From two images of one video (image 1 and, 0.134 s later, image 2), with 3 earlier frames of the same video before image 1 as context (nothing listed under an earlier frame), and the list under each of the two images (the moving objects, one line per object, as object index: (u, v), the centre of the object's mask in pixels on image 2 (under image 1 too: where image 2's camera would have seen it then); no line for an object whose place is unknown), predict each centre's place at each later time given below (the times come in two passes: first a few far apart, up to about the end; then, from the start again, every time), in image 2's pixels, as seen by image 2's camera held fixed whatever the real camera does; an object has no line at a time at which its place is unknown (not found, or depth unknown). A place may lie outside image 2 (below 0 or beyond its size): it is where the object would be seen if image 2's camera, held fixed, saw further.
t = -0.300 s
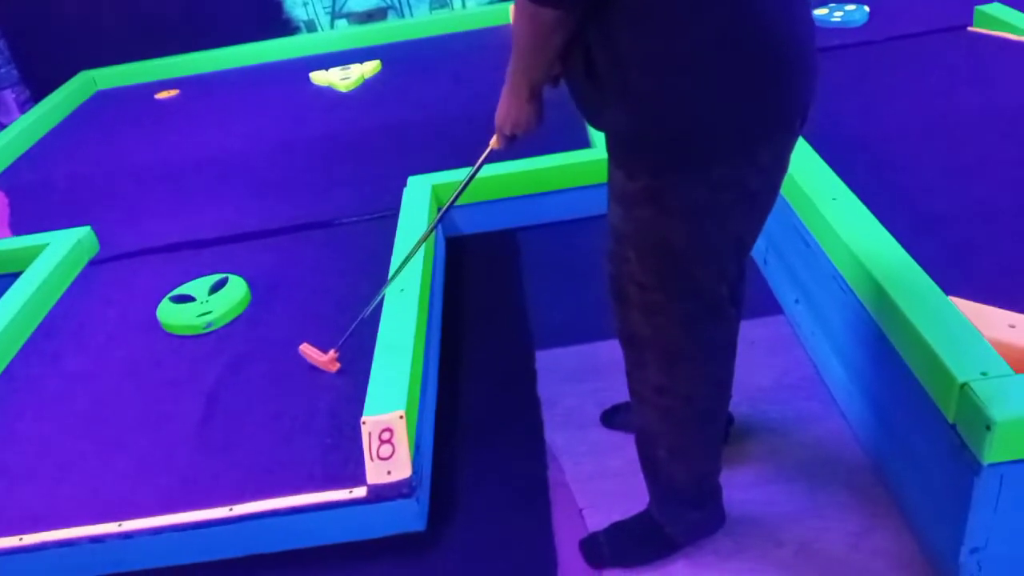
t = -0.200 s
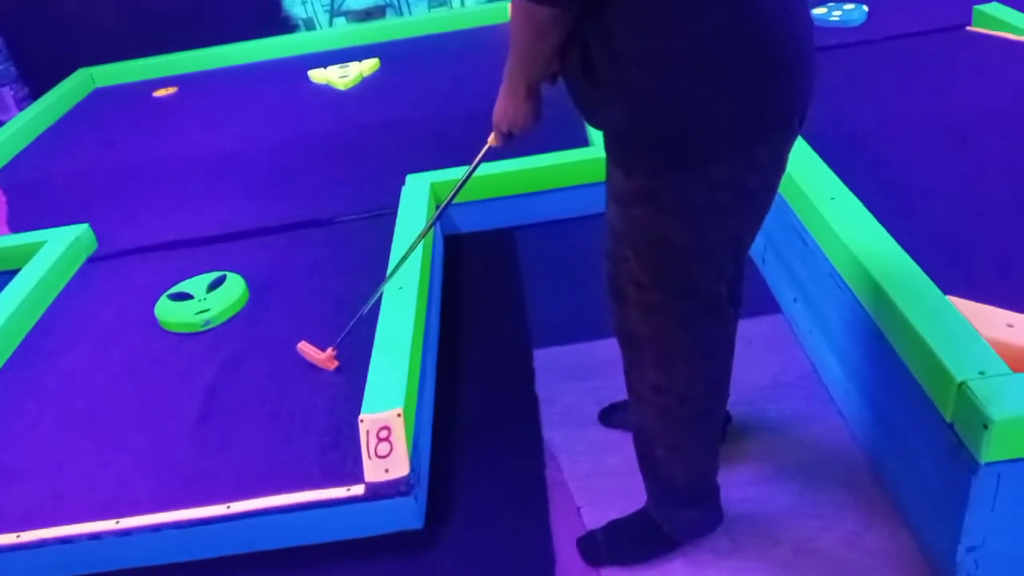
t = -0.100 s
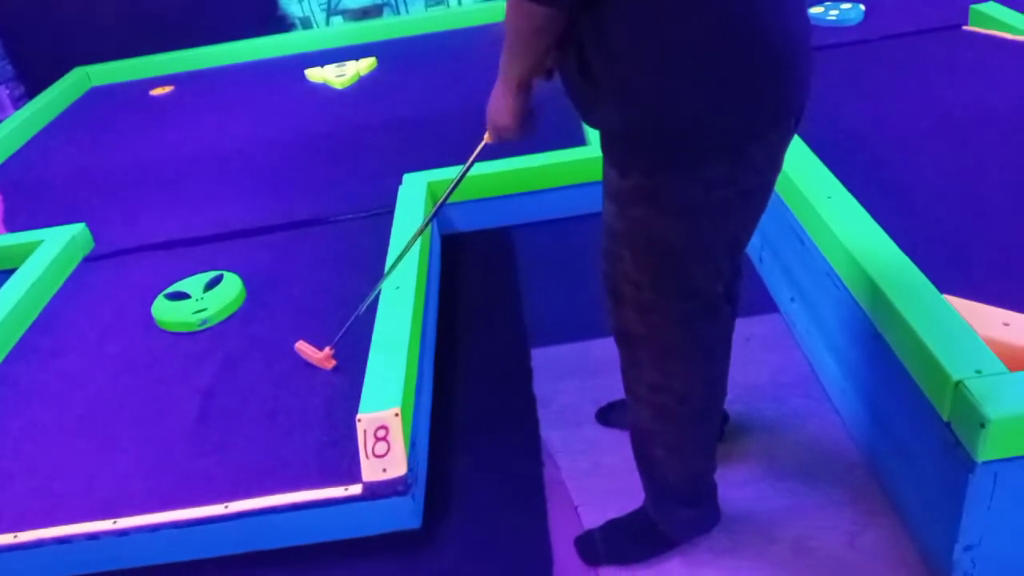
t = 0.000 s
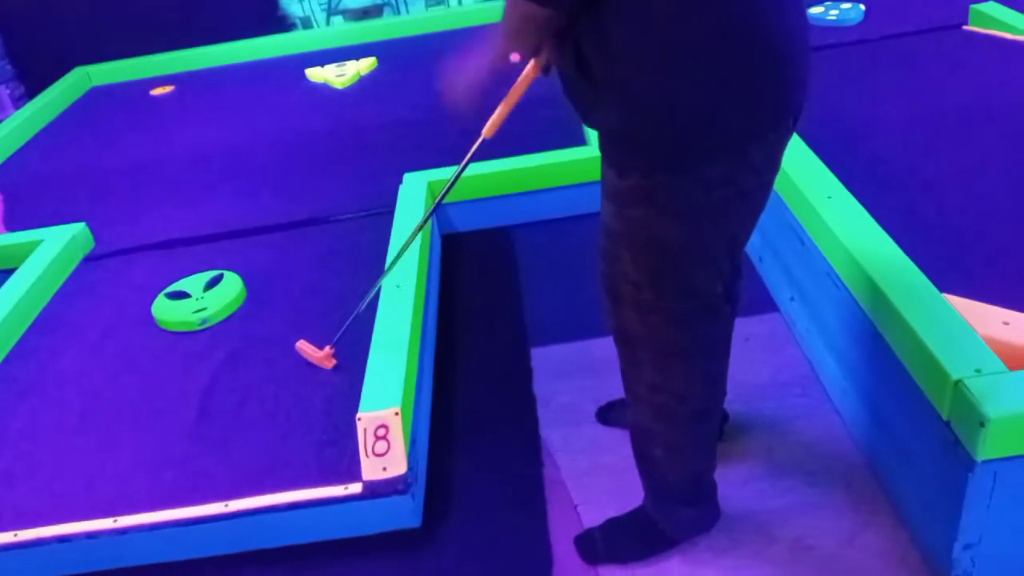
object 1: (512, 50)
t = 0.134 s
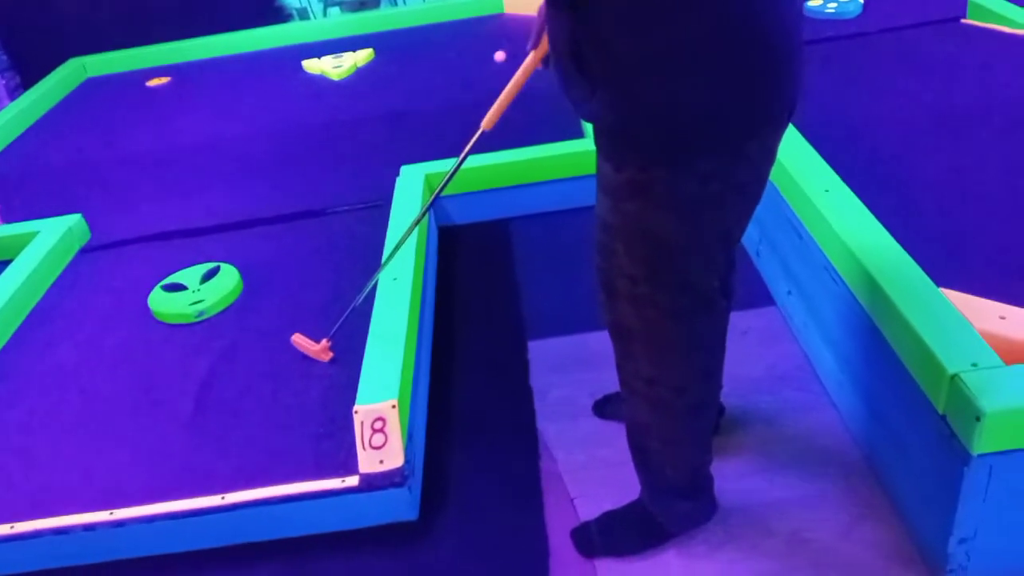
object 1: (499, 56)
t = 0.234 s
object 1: (490, 61)
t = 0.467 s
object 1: (469, 73)
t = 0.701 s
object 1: (449, 83)
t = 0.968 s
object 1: (427, 93)
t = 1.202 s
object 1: (413, 100)
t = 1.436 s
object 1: (401, 111)
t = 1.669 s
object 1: (390, 138)
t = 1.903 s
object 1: (376, 173)
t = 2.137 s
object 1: (360, 200)
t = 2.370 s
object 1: (344, 225)
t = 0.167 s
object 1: (496, 58)
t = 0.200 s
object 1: (493, 60)
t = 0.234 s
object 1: (490, 61)
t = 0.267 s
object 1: (487, 63)
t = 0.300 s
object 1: (484, 65)
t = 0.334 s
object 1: (480, 66)
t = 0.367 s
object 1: (477, 68)
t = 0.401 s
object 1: (474, 70)
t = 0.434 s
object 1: (472, 71)
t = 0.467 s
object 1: (469, 73)
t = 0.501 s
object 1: (466, 74)
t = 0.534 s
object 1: (463, 75)
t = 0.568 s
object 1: (460, 77)
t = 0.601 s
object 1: (457, 79)
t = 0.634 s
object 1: (454, 80)
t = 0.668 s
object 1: (451, 82)
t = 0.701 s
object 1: (449, 83)
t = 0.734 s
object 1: (446, 85)
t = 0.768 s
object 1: (443, 86)
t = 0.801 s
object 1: (440, 87)
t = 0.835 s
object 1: (438, 88)
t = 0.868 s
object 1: (435, 90)
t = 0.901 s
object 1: (433, 91)
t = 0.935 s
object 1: (430, 92)
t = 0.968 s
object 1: (427, 93)
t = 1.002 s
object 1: (425, 94)
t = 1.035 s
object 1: (423, 96)
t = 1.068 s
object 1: (421, 96)
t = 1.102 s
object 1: (419, 98)
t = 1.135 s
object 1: (417, 98)
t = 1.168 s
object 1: (415, 100)
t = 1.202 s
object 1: (413, 100)
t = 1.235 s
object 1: (411, 101)
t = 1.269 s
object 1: (409, 102)
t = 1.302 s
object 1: (407, 103)
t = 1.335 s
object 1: (406, 105)
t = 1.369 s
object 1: (404, 106)
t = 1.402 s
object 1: (403, 109)
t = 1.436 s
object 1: (401, 111)
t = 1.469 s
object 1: (400, 114)
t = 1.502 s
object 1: (398, 117)
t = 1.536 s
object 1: (396, 120)
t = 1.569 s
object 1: (395, 124)
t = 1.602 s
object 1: (393, 128)
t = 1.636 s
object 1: (391, 133)
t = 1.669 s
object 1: (390, 138)
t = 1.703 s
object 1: (388, 143)
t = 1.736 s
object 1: (387, 148)
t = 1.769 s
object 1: (385, 154)
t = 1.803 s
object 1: (383, 159)
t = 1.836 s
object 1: (381, 164)
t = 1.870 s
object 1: (379, 169)
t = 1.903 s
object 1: (376, 173)
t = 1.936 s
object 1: (374, 177)
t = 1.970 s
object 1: (372, 181)
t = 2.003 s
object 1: (369, 185)
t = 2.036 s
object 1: (367, 189)
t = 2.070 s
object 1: (365, 193)
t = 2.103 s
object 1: (362, 197)
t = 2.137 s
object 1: (360, 200)
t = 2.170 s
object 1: (358, 202)
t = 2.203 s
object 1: (355, 206)
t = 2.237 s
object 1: (354, 210)
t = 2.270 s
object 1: (352, 214)
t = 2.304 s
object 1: (349, 218)
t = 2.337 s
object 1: (347, 222)
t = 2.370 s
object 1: (344, 225)
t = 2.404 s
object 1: (342, 229)
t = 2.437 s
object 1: (339, 234)
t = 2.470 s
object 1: (337, 238)
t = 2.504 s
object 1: (334, 241)
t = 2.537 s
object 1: (331, 245)
